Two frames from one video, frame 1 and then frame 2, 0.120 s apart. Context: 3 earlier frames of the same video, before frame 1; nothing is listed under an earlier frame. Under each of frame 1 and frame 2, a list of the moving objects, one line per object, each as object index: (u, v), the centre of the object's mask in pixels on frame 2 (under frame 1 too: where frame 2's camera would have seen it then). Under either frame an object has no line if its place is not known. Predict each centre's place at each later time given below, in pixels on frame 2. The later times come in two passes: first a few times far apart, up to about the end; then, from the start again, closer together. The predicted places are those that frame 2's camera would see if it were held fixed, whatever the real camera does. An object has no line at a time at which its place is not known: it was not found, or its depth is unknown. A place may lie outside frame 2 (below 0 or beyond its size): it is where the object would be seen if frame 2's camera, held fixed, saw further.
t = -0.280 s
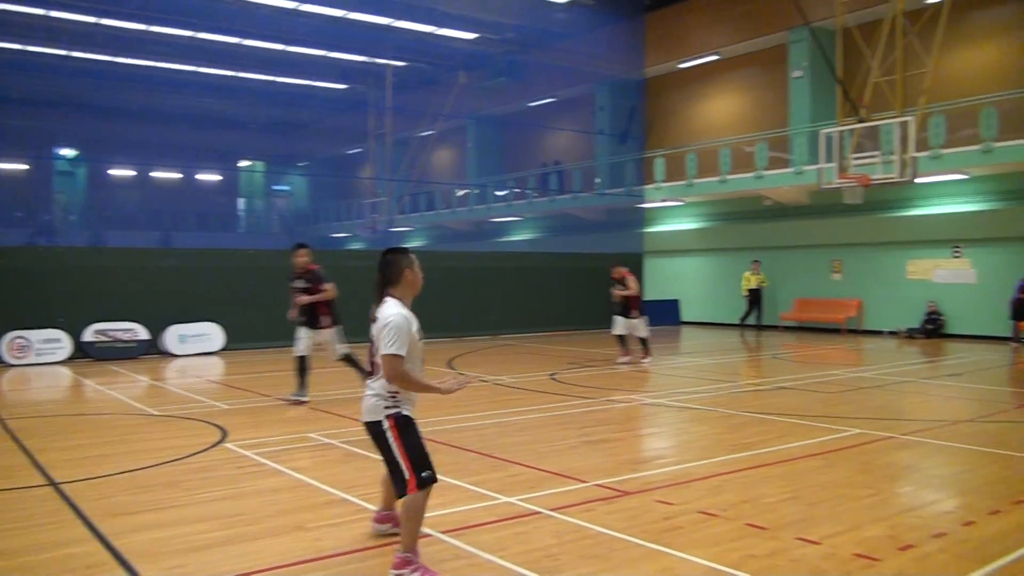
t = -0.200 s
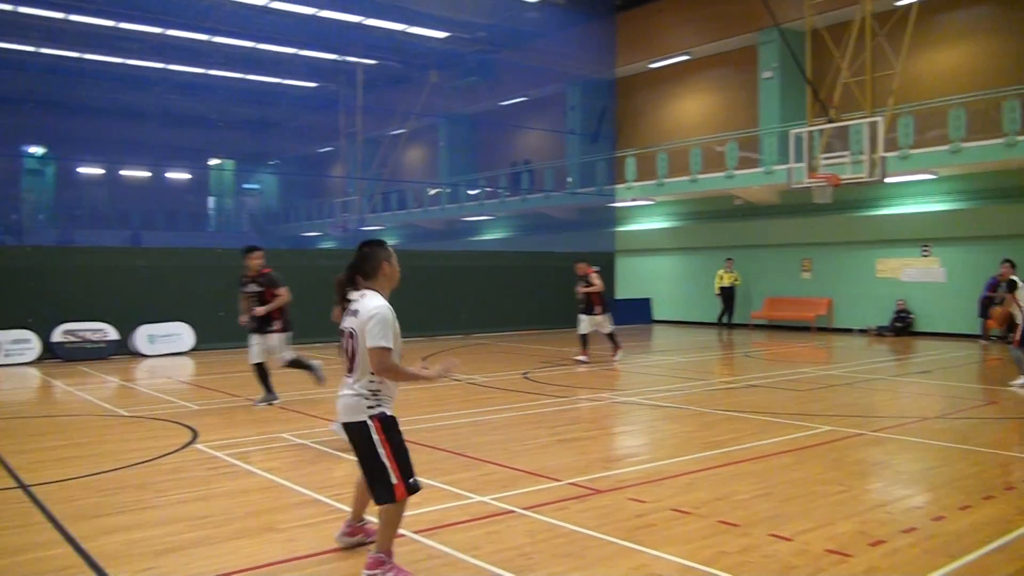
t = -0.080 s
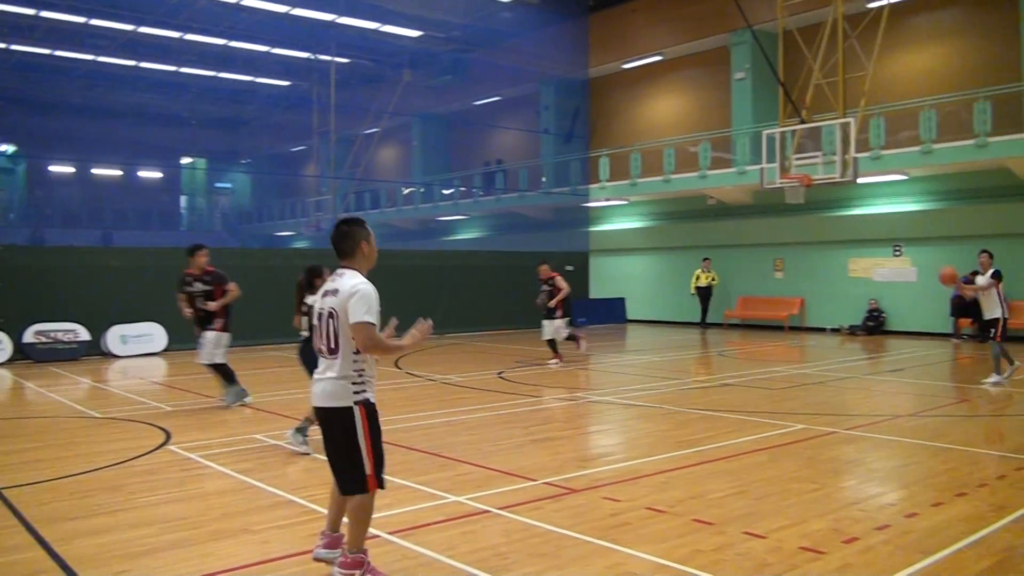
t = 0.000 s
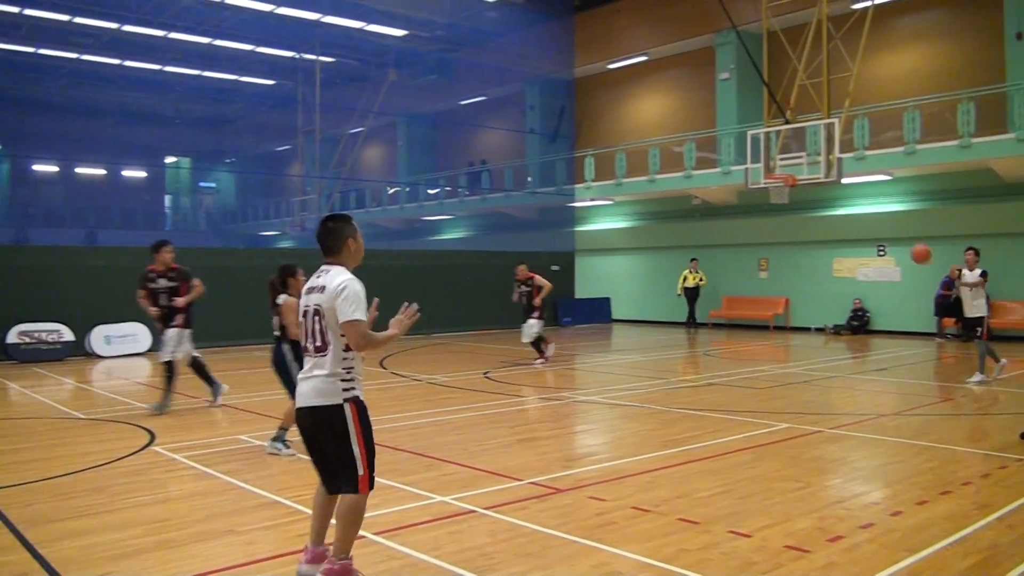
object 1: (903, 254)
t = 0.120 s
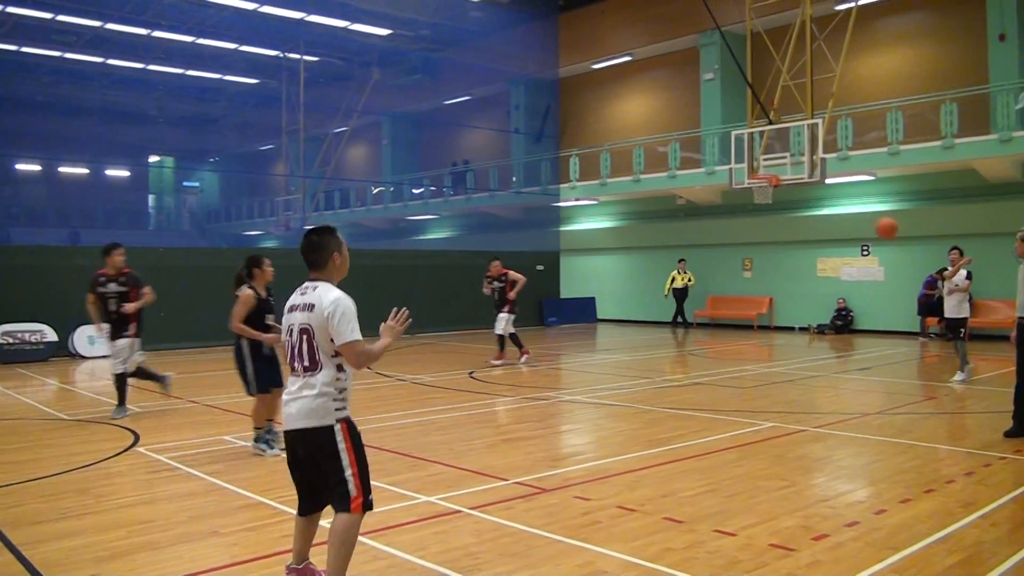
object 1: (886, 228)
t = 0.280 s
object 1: (854, 205)
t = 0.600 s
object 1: (737, 236)
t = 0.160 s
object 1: (880, 221)
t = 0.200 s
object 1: (872, 215)
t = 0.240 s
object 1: (864, 209)
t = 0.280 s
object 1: (854, 205)
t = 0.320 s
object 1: (844, 202)
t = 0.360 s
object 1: (833, 201)
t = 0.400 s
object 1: (821, 201)
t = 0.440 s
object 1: (807, 204)
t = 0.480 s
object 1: (793, 207)
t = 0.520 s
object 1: (776, 214)
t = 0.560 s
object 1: (758, 223)
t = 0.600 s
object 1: (737, 236)
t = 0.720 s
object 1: (661, 297)
